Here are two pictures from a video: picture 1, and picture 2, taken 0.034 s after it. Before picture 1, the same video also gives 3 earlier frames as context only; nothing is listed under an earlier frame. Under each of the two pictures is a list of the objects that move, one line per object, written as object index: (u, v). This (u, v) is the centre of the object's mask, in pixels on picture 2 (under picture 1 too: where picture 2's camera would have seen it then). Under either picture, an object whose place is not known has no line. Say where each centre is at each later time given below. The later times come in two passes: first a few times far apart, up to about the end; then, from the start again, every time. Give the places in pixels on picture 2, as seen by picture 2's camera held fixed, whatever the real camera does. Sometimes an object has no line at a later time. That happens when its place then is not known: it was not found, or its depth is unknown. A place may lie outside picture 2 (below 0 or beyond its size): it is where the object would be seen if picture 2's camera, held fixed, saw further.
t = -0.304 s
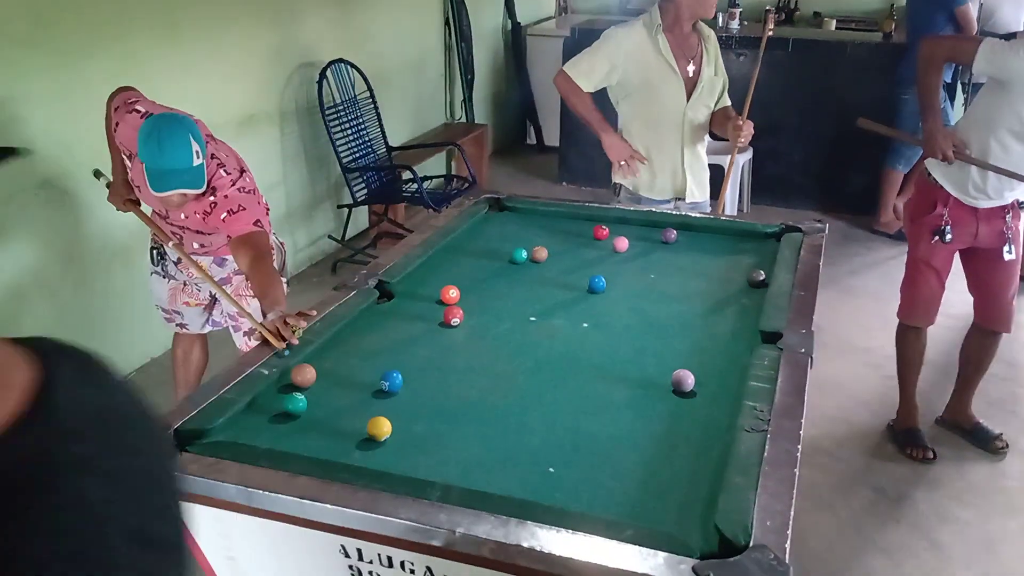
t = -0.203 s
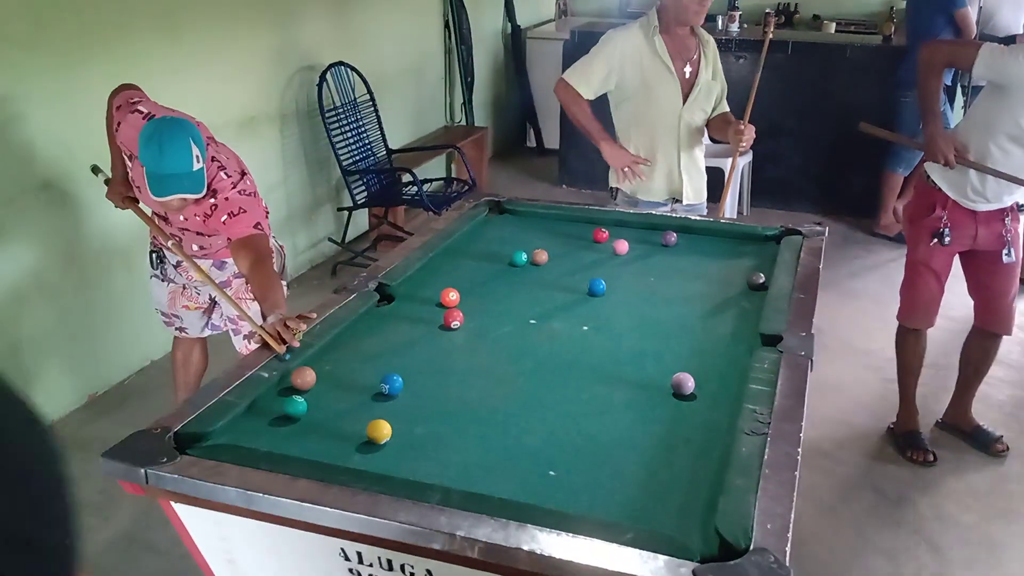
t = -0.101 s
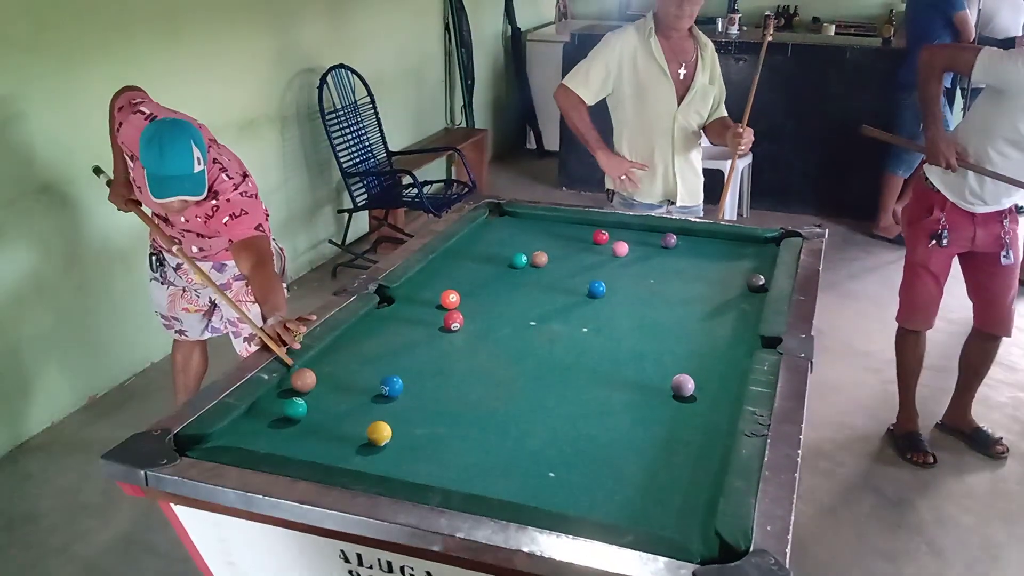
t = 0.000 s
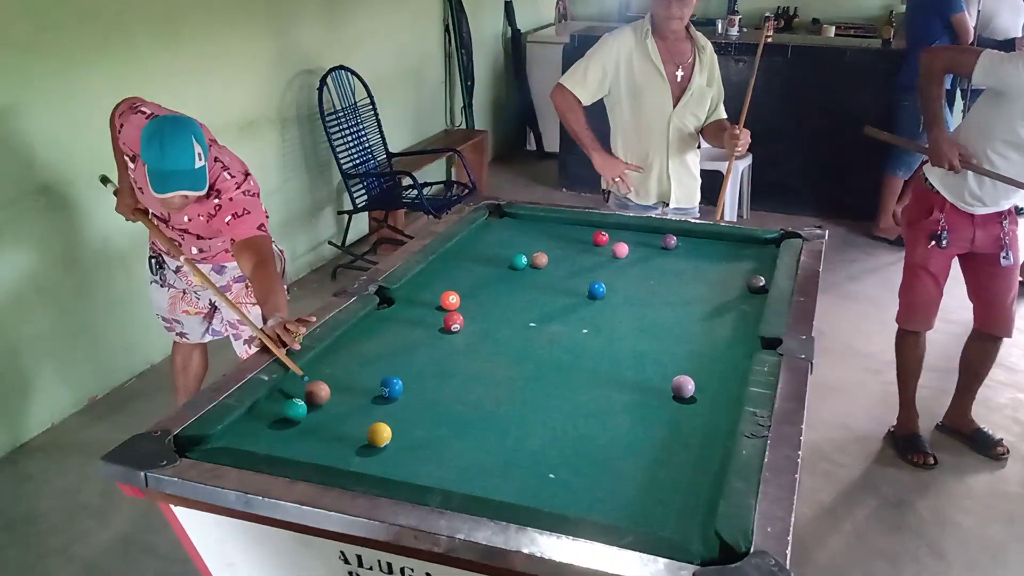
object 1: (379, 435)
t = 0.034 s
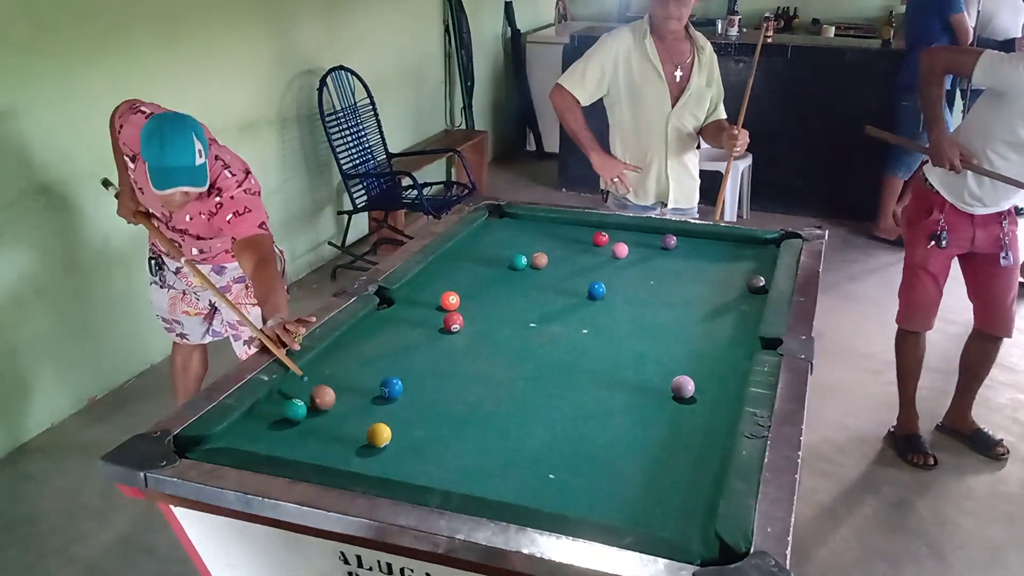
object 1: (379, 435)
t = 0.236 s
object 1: (378, 435)
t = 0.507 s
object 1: (426, 454)
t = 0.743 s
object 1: (466, 469)
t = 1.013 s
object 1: (512, 486)
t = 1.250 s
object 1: (553, 499)
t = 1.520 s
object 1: (598, 510)
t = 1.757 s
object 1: (636, 519)
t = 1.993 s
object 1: (673, 528)
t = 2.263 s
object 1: (698, 537)
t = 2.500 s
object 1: (686, 535)
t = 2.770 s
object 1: (686, 533)
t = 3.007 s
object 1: (688, 531)
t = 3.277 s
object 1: (688, 530)
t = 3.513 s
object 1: (689, 530)
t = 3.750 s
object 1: (689, 529)
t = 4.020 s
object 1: (690, 529)
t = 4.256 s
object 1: (690, 528)
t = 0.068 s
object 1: (378, 435)
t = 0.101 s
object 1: (378, 435)
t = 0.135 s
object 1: (379, 435)
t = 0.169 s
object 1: (379, 435)
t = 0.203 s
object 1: (379, 435)
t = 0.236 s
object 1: (378, 435)
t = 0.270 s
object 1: (385, 437)
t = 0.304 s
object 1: (392, 440)
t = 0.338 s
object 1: (398, 443)
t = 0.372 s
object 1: (403, 445)
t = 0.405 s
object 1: (409, 447)
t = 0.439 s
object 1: (414, 449)
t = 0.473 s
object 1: (420, 452)
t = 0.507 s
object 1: (426, 454)
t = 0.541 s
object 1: (431, 456)
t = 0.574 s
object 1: (437, 458)
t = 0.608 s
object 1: (443, 461)
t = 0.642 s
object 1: (449, 463)
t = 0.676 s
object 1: (455, 465)
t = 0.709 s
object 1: (460, 467)
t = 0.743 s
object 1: (466, 469)
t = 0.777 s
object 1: (471, 472)
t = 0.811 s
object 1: (478, 474)
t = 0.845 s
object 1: (483, 476)
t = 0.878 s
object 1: (489, 478)
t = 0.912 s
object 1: (495, 480)
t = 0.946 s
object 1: (501, 482)
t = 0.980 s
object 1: (506, 484)
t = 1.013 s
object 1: (512, 486)
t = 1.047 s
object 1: (518, 488)
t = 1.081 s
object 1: (523, 490)
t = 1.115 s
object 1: (530, 492)
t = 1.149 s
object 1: (536, 493)
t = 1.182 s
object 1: (541, 495)
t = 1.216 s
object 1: (547, 497)
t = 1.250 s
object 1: (553, 499)
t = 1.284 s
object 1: (559, 500)
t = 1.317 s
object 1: (564, 502)
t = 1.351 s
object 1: (570, 503)
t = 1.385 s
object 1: (576, 505)
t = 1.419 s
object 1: (581, 506)
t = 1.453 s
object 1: (587, 508)
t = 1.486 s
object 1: (593, 509)
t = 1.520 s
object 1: (598, 510)
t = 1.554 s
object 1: (604, 512)
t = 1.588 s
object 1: (609, 513)
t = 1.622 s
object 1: (615, 514)
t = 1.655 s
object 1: (620, 516)
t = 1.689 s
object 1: (625, 517)
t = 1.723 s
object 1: (631, 518)
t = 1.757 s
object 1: (636, 519)
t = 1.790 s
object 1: (642, 520)
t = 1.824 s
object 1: (647, 522)
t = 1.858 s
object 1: (652, 523)
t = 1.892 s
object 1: (658, 524)
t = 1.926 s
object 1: (663, 526)
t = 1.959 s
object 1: (668, 527)
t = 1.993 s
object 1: (673, 528)
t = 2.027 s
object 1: (678, 529)
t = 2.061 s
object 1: (683, 531)
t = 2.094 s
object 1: (688, 532)
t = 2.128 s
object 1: (692, 534)
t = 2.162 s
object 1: (697, 535)
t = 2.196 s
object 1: (701, 536)
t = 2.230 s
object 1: (699, 536)
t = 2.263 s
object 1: (698, 537)
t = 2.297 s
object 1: (696, 536)
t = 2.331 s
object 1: (694, 536)
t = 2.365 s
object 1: (693, 536)
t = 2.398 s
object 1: (691, 536)
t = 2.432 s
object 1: (688, 536)
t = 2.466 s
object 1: (687, 536)
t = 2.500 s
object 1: (686, 535)
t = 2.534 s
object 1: (686, 535)
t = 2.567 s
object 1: (685, 534)
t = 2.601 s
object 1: (685, 534)
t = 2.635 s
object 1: (685, 534)
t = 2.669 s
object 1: (686, 533)
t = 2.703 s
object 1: (686, 533)
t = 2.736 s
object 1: (686, 533)
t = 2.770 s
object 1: (686, 533)
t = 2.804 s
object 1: (687, 533)
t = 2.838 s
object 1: (687, 533)
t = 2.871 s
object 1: (687, 533)
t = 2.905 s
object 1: (688, 532)
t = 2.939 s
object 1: (688, 532)
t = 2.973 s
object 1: (688, 532)
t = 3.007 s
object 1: (688, 531)
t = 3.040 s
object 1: (688, 531)
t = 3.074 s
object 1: (688, 531)
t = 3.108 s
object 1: (688, 531)
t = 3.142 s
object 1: (688, 531)
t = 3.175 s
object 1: (688, 530)
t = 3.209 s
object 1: (688, 530)
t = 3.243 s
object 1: (688, 530)
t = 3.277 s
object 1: (688, 530)
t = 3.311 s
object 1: (688, 530)
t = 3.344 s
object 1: (688, 530)
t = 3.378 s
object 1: (688, 530)
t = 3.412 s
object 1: (688, 530)
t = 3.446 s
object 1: (689, 530)
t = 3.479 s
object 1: (689, 530)
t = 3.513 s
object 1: (689, 530)
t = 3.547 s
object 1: (690, 530)
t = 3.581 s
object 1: (690, 530)
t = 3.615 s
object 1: (690, 530)
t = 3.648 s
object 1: (689, 529)
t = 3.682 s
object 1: (689, 529)
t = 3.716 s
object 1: (689, 529)
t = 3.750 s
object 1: (689, 529)
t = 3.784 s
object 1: (689, 529)
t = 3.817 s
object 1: (689, 529)
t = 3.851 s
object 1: (690, 529)
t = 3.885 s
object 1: (690, 530)
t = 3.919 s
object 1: (690, 530)
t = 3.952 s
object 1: (690, 530)
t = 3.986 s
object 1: (690, 529)
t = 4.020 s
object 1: (690, 529)
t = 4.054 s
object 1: (689, 529)
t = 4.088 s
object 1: (689, 529)
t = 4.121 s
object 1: (689, 529)
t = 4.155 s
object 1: (689, 529)
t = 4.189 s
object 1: (689, 529)
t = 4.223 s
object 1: (690, 529)
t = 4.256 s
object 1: (690, 528)
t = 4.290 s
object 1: (690, 528)
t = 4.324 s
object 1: (690, 528)
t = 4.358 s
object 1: (690, 527)
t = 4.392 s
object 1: (690, 526)
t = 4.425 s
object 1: (690, 525)
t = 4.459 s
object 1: (689, 523)
